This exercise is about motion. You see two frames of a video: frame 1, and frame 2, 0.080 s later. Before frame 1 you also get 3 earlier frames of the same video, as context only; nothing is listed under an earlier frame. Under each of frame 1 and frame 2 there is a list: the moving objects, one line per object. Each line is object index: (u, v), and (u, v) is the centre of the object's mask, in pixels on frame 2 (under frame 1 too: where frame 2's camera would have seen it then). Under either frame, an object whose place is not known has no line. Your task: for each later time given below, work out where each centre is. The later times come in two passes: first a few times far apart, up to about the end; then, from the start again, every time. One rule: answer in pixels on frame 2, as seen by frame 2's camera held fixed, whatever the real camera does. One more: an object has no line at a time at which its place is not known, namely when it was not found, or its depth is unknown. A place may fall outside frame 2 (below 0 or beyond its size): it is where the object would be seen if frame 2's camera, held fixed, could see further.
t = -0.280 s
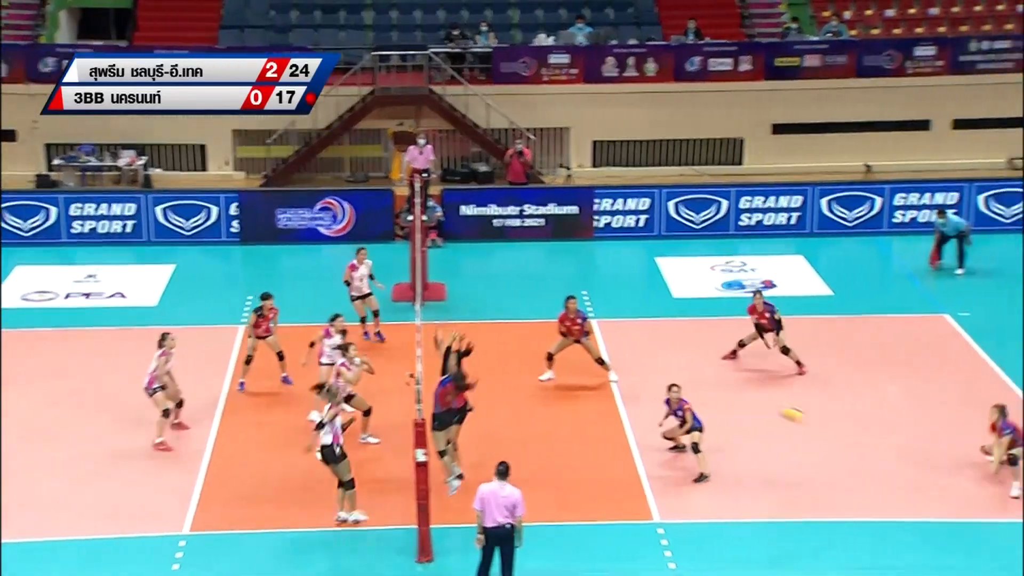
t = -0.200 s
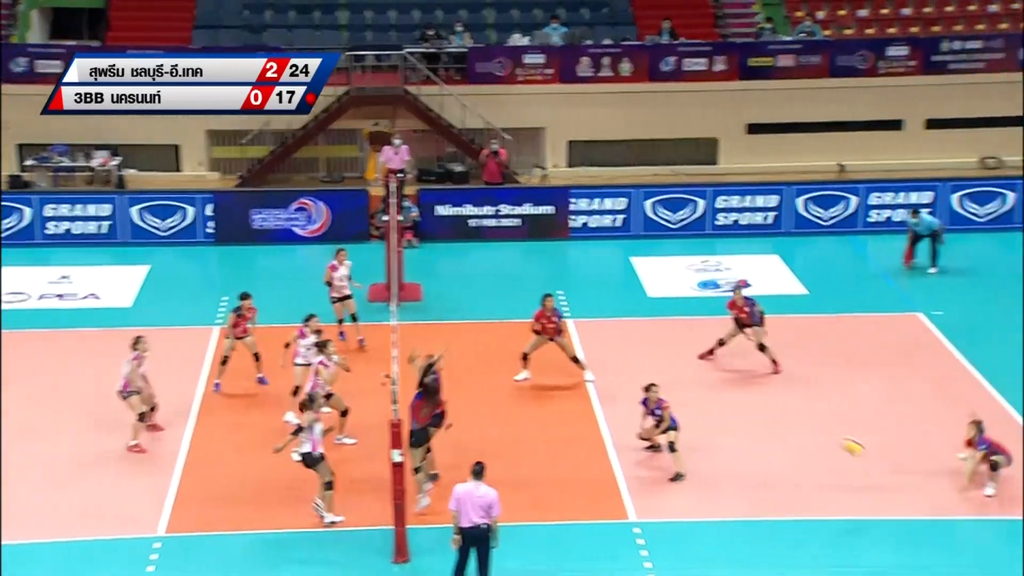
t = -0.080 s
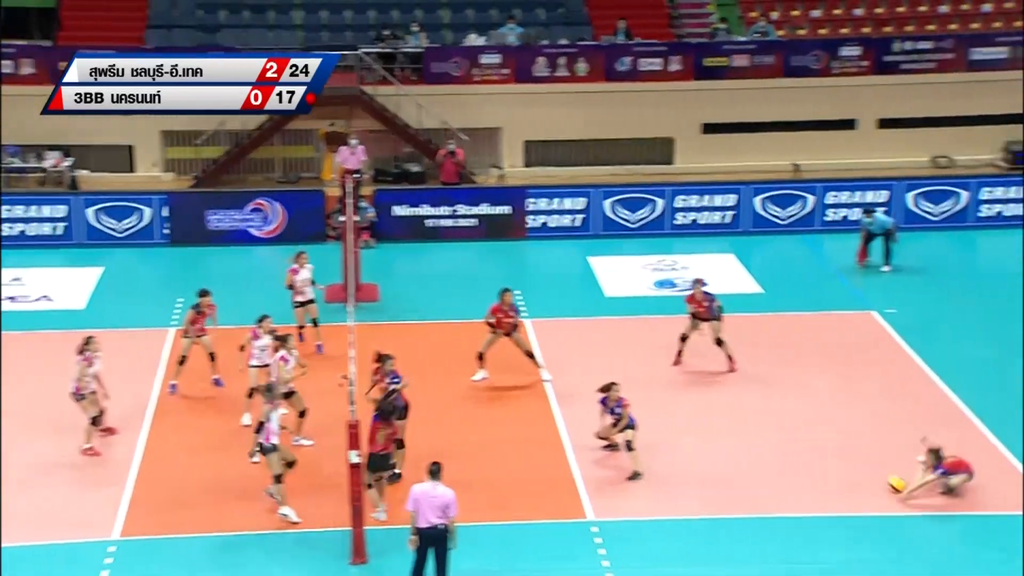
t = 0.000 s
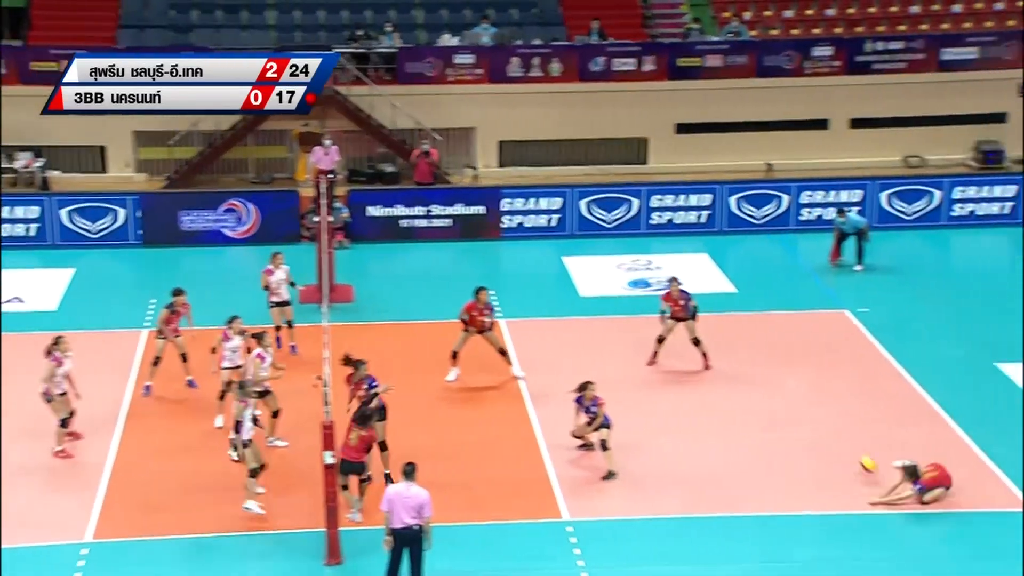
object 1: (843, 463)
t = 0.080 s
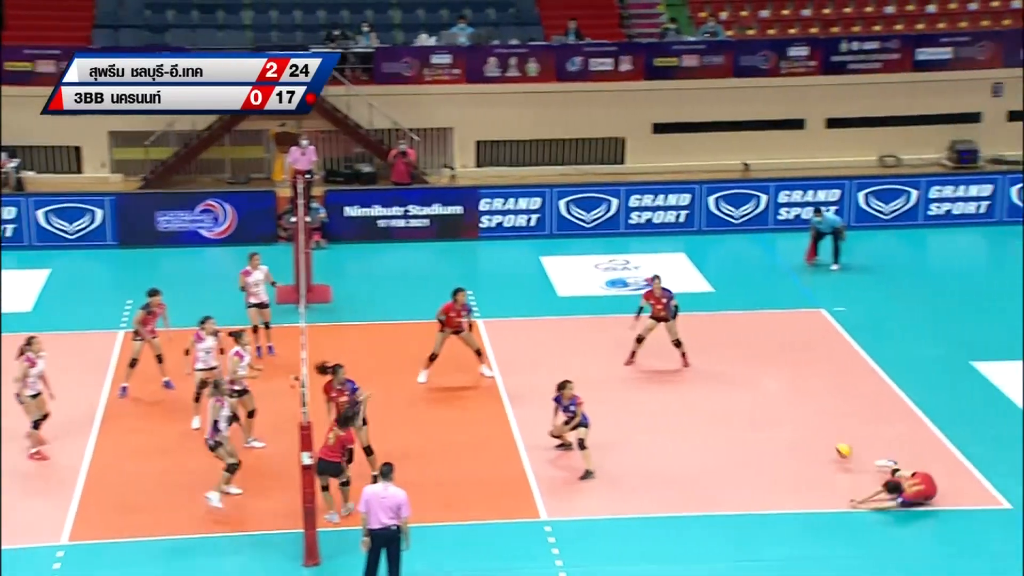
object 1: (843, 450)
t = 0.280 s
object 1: (843, 427)
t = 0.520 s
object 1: (844, 404)
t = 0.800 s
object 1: (845, 375)
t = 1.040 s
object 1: (848, 355)
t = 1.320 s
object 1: (851, 333)
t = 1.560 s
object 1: (855, 316)
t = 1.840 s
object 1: (861, 300)
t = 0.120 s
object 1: (843, 447)
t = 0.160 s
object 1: (843, 443)
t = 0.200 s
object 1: (843, 442)
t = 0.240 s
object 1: (844, 435)
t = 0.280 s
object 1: (843, 427)
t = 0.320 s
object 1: (843, 421)
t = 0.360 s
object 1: (843, 416)
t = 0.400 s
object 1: (844, 412)
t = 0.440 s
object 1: (844, 410)
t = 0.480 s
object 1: (844, 409)
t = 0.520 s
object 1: (844, 404)
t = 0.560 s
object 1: (844, 396)
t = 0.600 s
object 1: (844, 391)
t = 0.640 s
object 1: (844, 386)
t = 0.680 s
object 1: (844, 384)
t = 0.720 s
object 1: (845, 382)
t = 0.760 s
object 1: (845, 381)
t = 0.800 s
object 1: (845, 375)
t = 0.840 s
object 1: (845, 369)
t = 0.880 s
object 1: (845, 365)
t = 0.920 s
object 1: (846, 362)
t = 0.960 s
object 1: (846, 360)
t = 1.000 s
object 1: (847, 359)
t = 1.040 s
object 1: (848, 355)
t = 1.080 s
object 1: (847, 350)
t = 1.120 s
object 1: (848, 344)
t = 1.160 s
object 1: (849, 342)
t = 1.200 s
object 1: (849, 339)
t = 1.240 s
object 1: (850, 338)
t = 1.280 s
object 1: (850, 338)
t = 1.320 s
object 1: (851, 333)
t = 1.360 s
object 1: (851, 328)
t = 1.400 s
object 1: (852, 326)
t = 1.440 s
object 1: (853, 324)
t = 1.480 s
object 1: (853, 323)
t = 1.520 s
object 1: (854, 319)
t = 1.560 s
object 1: (855, 316)
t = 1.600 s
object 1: (855, 313)
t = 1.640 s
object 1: (856, 311)
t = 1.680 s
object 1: (857, 310)
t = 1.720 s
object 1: (858, 306)
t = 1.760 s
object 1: (859, 303)
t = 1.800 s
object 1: (860, 301)
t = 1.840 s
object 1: (861, 300)
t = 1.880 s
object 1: (862, 297)
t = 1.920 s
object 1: (863, 294)
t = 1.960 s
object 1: (864, 293)
